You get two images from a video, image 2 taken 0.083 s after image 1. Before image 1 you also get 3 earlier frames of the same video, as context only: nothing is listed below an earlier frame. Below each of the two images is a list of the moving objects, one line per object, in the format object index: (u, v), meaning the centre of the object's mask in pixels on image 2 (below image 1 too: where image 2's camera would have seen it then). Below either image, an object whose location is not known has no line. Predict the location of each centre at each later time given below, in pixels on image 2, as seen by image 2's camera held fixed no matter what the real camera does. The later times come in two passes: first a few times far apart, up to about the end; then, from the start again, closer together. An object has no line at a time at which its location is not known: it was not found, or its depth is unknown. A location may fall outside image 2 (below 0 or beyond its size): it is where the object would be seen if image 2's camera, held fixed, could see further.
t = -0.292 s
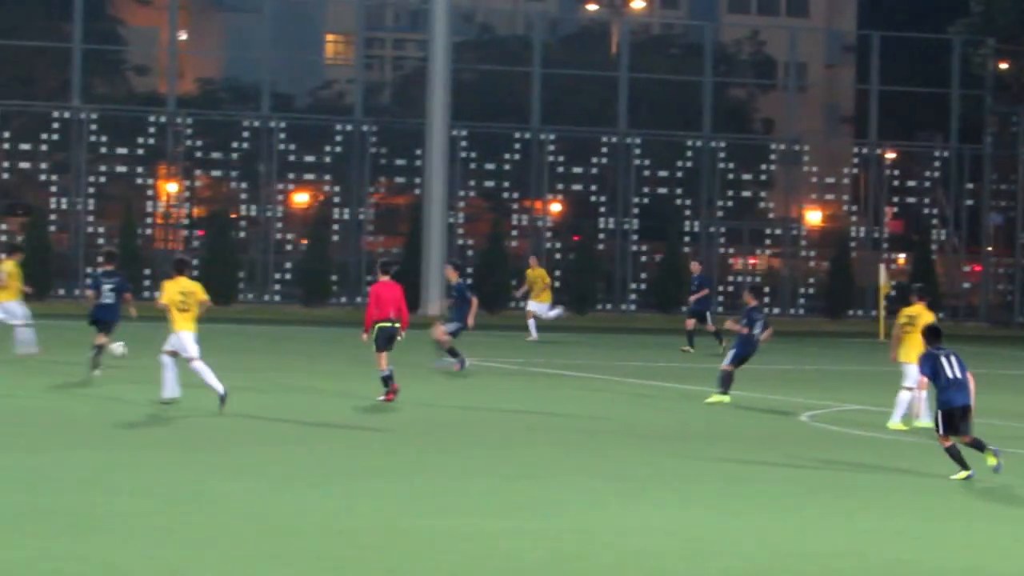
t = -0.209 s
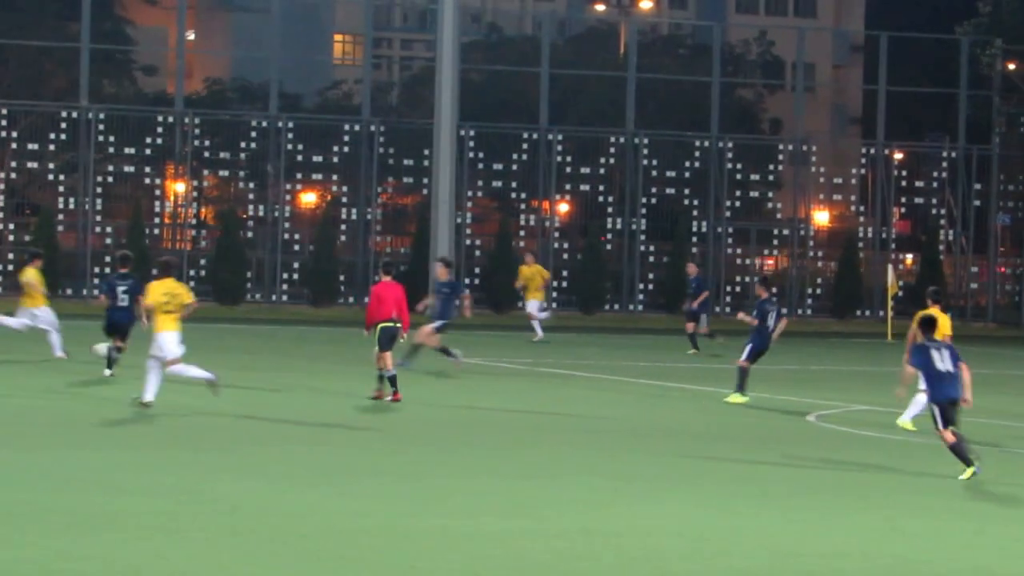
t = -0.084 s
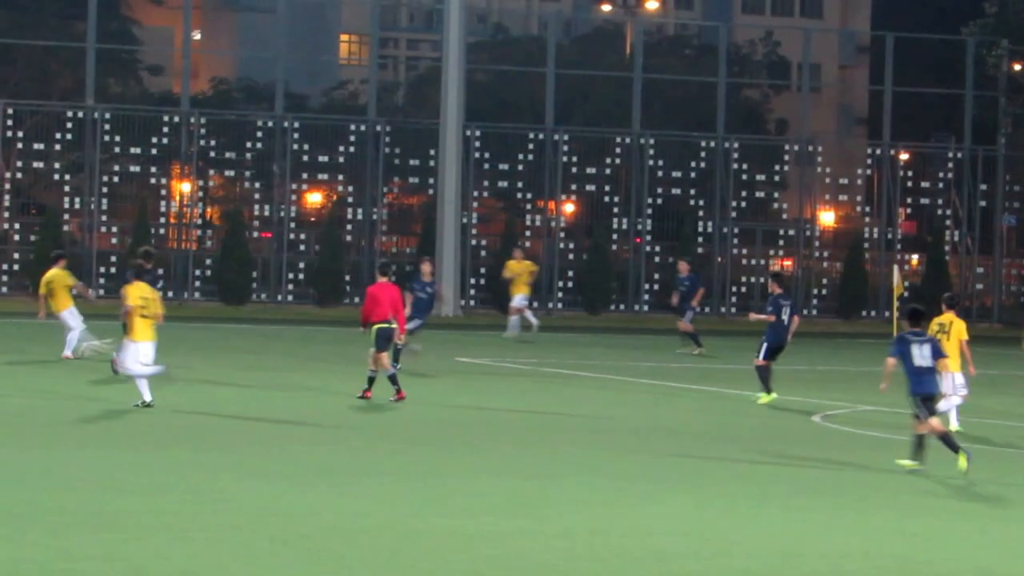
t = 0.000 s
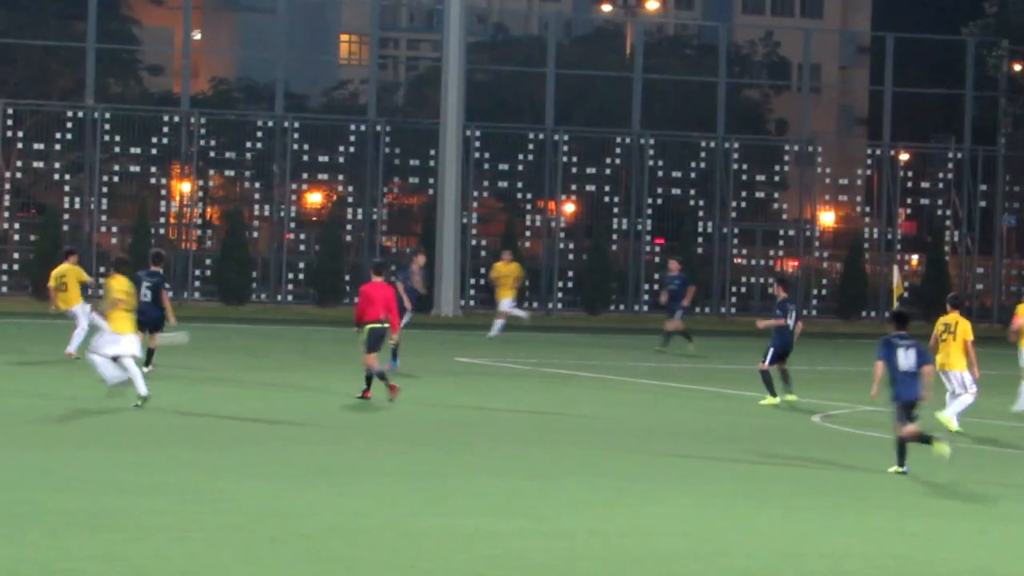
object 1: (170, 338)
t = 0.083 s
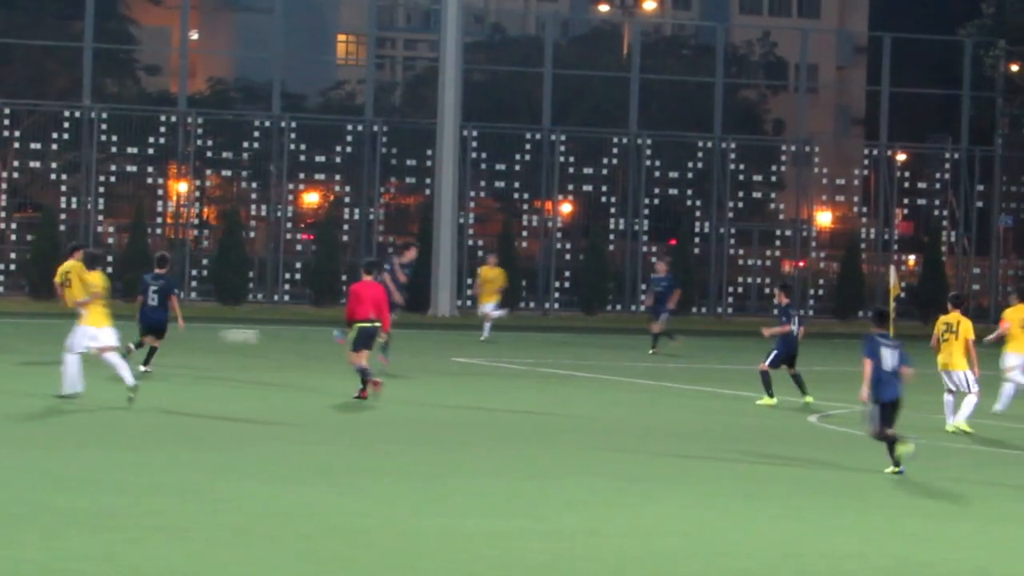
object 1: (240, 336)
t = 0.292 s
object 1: (420, 356)
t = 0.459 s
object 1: (539, 371)
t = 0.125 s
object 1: (276, 337)
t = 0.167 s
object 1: (312, 339)
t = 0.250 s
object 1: (387, 349)
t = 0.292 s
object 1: (420, 356)
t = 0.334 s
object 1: (455, 364)
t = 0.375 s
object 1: (487, 374)
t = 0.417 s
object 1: (516, 376)
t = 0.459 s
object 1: (539, 371)
